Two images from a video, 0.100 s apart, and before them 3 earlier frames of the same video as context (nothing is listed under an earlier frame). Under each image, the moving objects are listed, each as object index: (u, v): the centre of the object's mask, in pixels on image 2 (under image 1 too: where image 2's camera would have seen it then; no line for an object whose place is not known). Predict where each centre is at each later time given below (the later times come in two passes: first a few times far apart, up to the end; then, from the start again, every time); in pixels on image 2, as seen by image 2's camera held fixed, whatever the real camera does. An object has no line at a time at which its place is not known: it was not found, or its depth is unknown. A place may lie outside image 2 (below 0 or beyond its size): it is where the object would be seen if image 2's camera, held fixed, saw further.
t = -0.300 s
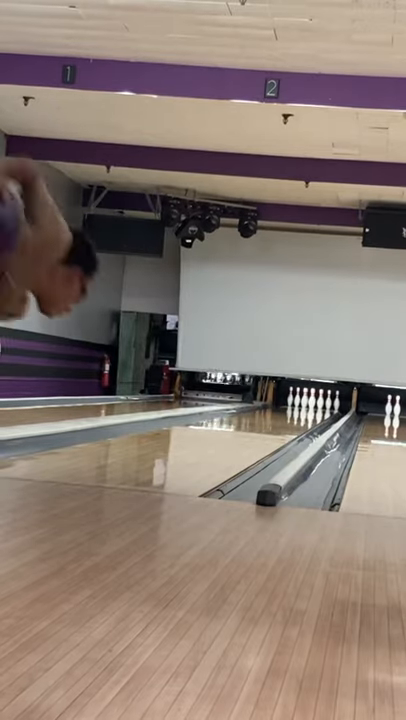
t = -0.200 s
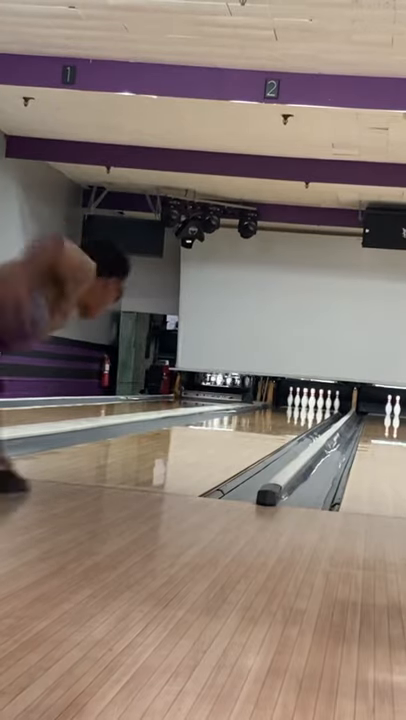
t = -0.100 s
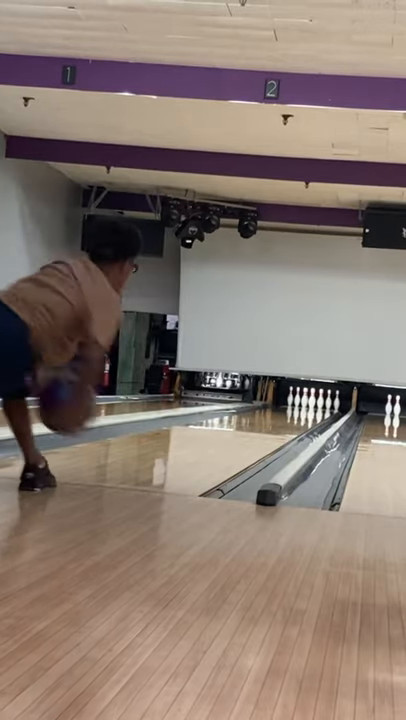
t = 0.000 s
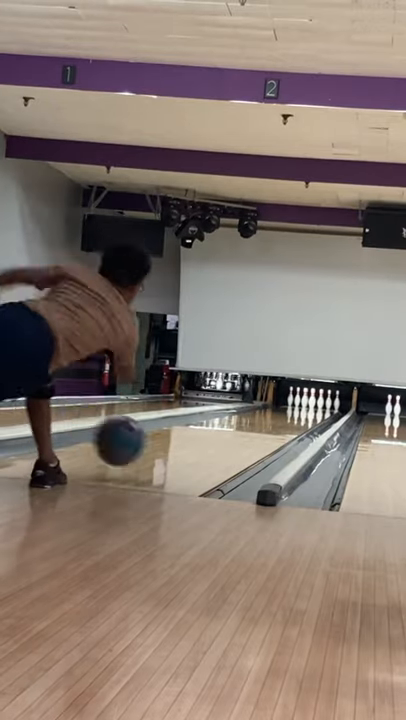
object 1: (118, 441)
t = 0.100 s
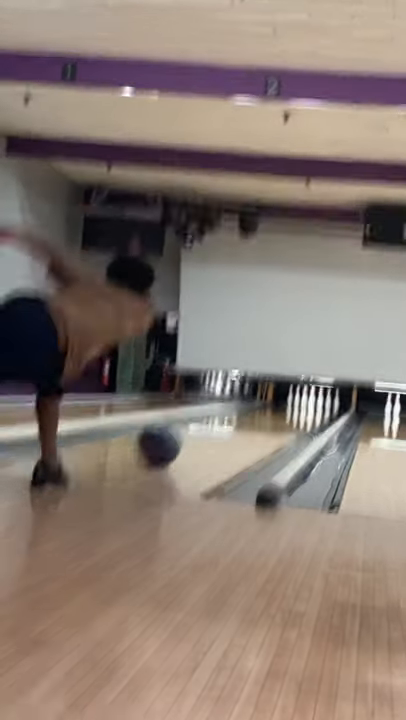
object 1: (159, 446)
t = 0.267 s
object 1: (206, 437)
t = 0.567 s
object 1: (257, 425)
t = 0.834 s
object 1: (284, 419)
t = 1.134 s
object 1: (304, 414)
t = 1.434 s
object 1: (317, 411)
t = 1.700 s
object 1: (322, 409)
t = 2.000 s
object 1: (322, 407)
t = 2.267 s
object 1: (319, 405)
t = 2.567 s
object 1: (322, 403)
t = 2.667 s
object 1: (322, 404)
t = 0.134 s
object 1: (170, 444)
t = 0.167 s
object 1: (180, 442)
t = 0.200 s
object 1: (190, 438)
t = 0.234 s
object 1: (198, 437)
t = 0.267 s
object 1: (206, 437)
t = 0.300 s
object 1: (214, 435)
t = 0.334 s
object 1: (220, 433)
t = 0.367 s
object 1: (227, 431)
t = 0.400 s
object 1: (232, 431)
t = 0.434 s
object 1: (239, 430)
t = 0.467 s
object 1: (243, 428)
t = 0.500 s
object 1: (248, 427)
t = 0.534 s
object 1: (252, 426)
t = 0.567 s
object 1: (257, 425)
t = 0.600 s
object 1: (261, 423)
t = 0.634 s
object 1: (265, 422)
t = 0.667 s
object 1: (268, 421)
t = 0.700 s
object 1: (272, 421)
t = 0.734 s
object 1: (276, 420)
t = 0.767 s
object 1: (279, 420)
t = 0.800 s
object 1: (281, 419)
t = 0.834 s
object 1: (284, 419)
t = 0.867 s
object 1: (288, 418)
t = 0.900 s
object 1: (290, 418)
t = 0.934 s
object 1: (292, 417)
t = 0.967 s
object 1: (295, 416)
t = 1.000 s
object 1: (297, 416)
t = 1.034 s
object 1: (299, 416)
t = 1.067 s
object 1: (300, 415)
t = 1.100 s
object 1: (302, 415)
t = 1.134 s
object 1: (304, 414)
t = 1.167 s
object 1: (306, 414)
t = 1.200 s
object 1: (307, 414)
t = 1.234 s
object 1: (309, 413)
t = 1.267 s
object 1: (311, 413)
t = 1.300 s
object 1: (312, 412)
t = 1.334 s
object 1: (313, 412)
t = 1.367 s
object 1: (314, 412)
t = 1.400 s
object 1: (315, 411)
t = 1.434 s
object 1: (317, 411)
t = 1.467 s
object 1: (317, 411)
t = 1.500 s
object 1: (318, 411)
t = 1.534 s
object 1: (319, 410)
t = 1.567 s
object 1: (320, 410)
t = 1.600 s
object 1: (321, 410)
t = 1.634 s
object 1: (321, 409)
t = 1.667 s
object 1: (322, 409)
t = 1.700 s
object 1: (322, 409)
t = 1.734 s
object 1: (322, 408)
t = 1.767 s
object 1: (322, 408)
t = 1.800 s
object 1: (322, 408)
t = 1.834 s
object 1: (322, 408)
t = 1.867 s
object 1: (322, 408)
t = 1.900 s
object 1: (322, 407)
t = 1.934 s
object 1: (322, 408)
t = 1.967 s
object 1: (322, 407)
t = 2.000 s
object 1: (322, 407)
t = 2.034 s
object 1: (322, 406)
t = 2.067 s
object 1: (321, 406)
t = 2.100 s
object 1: (321, 407)
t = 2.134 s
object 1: (321, 406)
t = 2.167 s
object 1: (320, 405)
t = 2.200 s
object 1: (320, 405)
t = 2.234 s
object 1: (319, 406)
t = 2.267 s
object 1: (319, 405)
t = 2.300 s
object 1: (318, 404)
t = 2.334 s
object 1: (318, 403)
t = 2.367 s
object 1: (318, 404)
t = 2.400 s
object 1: (319, 404)
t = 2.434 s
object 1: (320, 404)
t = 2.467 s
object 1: (320, 404)
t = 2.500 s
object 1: (322, 403)
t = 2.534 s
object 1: (321, 403)
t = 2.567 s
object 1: (322, 403)
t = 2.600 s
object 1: (322, 403)
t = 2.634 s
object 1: (322, 403)
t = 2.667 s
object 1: (322, 404)
